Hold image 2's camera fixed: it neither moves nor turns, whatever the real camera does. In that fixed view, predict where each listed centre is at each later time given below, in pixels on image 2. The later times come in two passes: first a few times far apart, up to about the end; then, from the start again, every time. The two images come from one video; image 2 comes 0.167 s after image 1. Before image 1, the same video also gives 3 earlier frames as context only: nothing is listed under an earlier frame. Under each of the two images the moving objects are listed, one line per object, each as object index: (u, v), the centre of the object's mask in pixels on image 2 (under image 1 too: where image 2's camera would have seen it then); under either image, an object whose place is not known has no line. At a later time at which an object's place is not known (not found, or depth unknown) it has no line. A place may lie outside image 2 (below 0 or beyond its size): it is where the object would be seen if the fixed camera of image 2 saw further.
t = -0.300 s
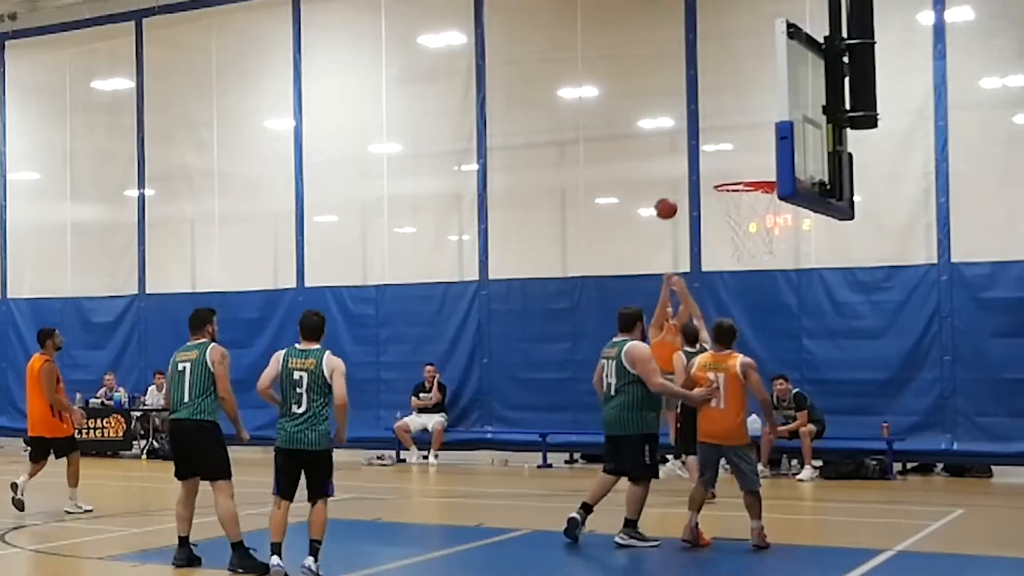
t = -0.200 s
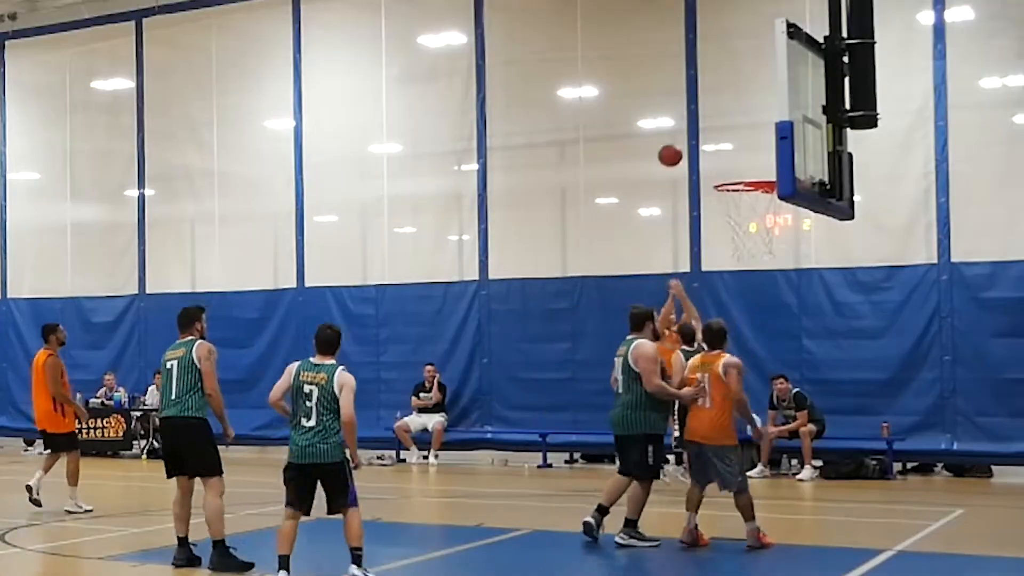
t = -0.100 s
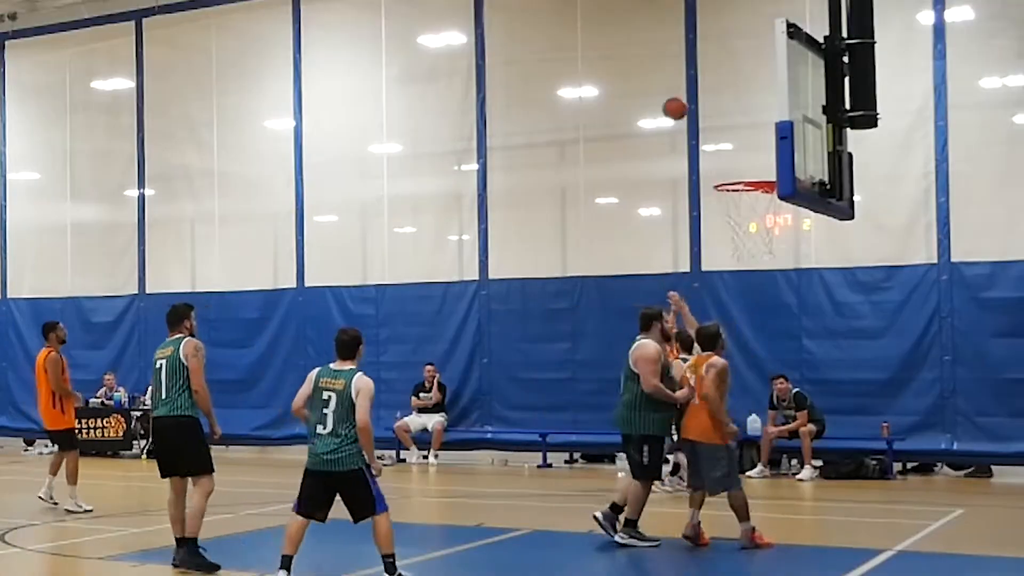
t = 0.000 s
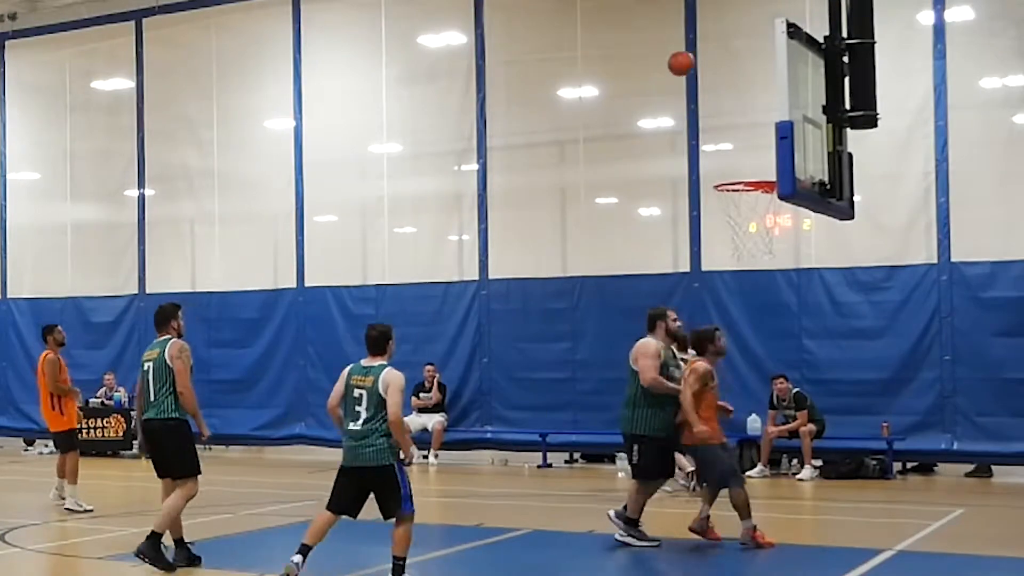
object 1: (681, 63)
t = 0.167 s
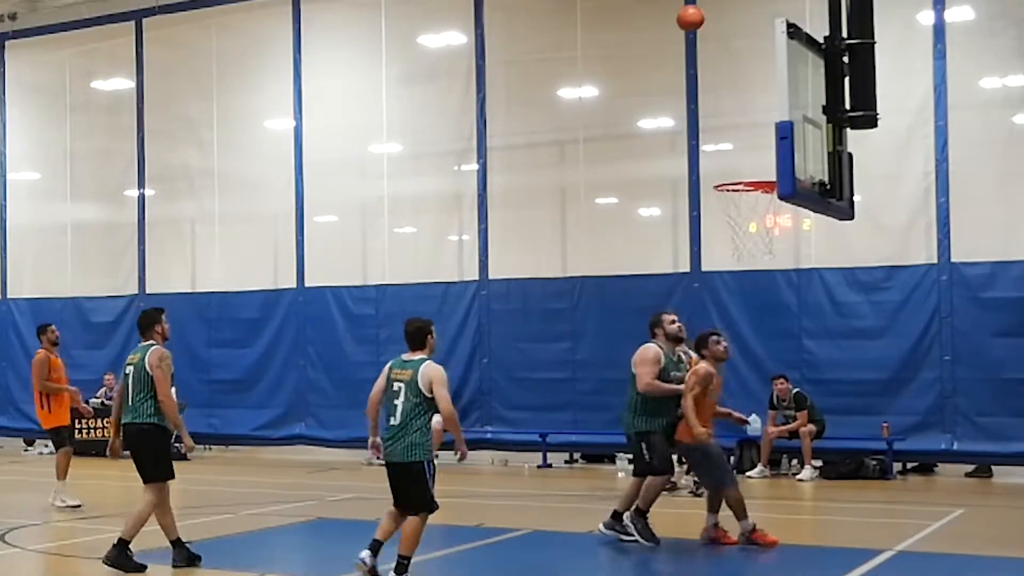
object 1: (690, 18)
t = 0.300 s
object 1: (698, 6)
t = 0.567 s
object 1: (720, 29)
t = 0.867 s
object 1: (753, 196)
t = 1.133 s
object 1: (750, 216)
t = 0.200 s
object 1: (692, 12)
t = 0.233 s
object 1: (694, 9)
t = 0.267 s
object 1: (696, 8)
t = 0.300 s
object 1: (698, 6)
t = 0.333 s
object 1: (701, 5)
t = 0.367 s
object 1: (702, 6)
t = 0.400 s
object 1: (704, 6)
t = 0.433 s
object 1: (708, 8)
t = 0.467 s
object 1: (711, 10)
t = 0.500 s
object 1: (714, 14)
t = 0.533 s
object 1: (717, 20)
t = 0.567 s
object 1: (720, 29)
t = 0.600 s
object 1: (723, 40)
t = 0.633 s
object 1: (726, 52)
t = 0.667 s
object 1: (731, 74)
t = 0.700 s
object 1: (734, 92)
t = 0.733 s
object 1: (738, 110)
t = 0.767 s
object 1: (742, 131)
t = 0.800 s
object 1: (746, 155)
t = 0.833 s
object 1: (750, 173)
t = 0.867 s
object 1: (753, 196)
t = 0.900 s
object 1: (757, 209)
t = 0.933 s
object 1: (758, 213)
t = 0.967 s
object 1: (756, 211)
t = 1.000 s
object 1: (753, 205)
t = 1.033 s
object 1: (752, 205)
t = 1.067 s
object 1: (751, 208)
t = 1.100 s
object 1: (750, 209)
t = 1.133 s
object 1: (750, 216)
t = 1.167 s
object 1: (749, 219)
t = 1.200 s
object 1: (749, 226)
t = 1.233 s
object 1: (749, 234)
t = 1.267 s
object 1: (748, 244)
